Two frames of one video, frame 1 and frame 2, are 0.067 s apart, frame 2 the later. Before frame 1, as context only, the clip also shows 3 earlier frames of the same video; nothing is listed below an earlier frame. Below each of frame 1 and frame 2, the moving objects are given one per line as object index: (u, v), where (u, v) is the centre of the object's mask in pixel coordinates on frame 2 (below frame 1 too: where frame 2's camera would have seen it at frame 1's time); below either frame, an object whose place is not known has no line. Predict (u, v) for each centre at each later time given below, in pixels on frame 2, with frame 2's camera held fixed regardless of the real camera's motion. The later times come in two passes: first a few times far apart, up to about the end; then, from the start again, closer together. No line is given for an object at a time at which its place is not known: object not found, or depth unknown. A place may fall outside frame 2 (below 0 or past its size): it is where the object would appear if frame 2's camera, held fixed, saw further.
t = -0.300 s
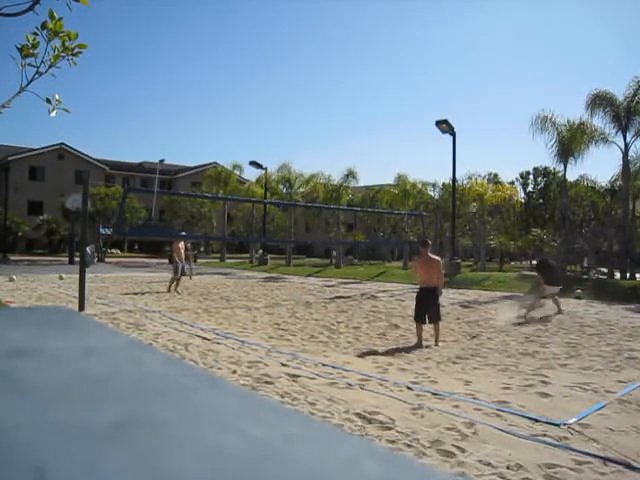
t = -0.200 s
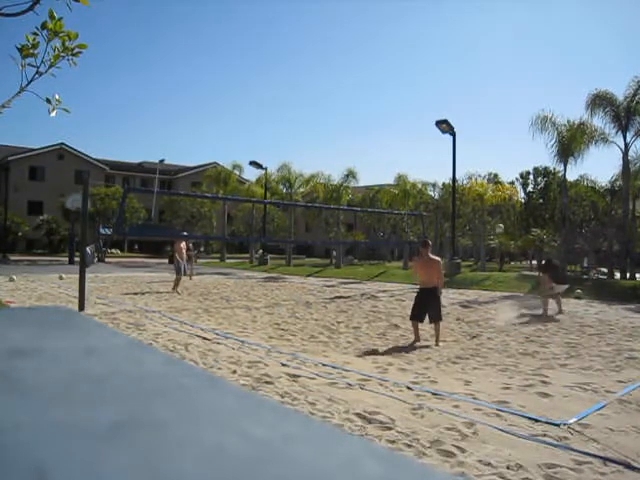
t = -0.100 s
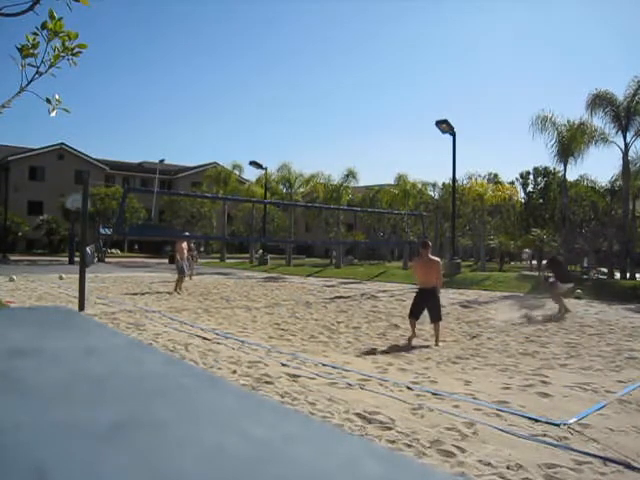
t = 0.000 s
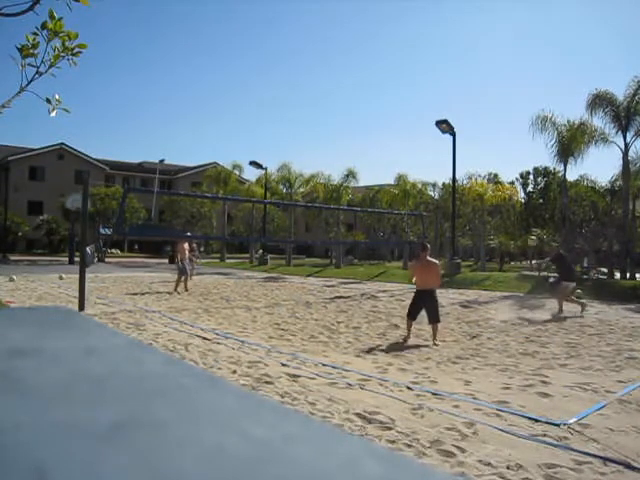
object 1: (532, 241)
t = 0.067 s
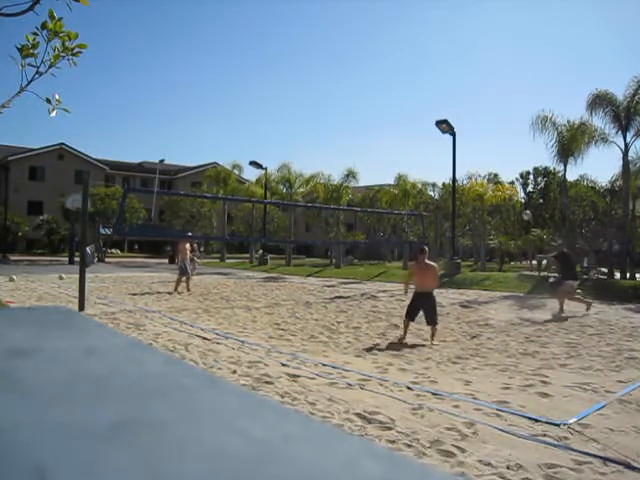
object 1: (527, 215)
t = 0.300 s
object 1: (508, 144)
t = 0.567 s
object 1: (488, 94)
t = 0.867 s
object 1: (467, 72)
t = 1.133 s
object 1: (449, 81)
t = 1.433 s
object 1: (430, 120)
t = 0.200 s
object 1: (516, 171)
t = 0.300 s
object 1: (508, 144)
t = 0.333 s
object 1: (505, 136)
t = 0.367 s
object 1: (503, 128)
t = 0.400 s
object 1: (501, 121)
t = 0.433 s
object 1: (498, 115)
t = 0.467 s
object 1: (496, 109)
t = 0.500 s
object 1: (493, 103)
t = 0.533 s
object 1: (491, 98)
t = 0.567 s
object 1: (488, 94)
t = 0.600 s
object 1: (486, 90)
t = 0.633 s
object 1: (483, 86)
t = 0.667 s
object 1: (481, 82)
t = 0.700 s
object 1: (479, 79)
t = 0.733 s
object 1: (477, 77)
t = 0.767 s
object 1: (474, 75)
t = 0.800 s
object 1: (472, 74)
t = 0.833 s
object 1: (470, 73)
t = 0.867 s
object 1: (467, 72)
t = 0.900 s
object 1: (465, 72)
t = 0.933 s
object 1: (463, 72)
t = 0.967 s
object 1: (461, 72)
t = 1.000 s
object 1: (458, 73)
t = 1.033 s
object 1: (456, 75)
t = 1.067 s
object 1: (454, 76)
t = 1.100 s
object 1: (452, 79)
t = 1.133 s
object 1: (449, 81)
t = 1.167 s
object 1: (447, 84)
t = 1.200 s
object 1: (445, 87)
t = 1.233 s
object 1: (443, 91)
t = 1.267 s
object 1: (441, 95)
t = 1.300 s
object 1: (438, 99)
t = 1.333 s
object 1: (436, 104)
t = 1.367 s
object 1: (434, 109)
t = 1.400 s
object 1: (432, 114)
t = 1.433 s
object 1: (430, 120)
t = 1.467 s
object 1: (427, 127)
